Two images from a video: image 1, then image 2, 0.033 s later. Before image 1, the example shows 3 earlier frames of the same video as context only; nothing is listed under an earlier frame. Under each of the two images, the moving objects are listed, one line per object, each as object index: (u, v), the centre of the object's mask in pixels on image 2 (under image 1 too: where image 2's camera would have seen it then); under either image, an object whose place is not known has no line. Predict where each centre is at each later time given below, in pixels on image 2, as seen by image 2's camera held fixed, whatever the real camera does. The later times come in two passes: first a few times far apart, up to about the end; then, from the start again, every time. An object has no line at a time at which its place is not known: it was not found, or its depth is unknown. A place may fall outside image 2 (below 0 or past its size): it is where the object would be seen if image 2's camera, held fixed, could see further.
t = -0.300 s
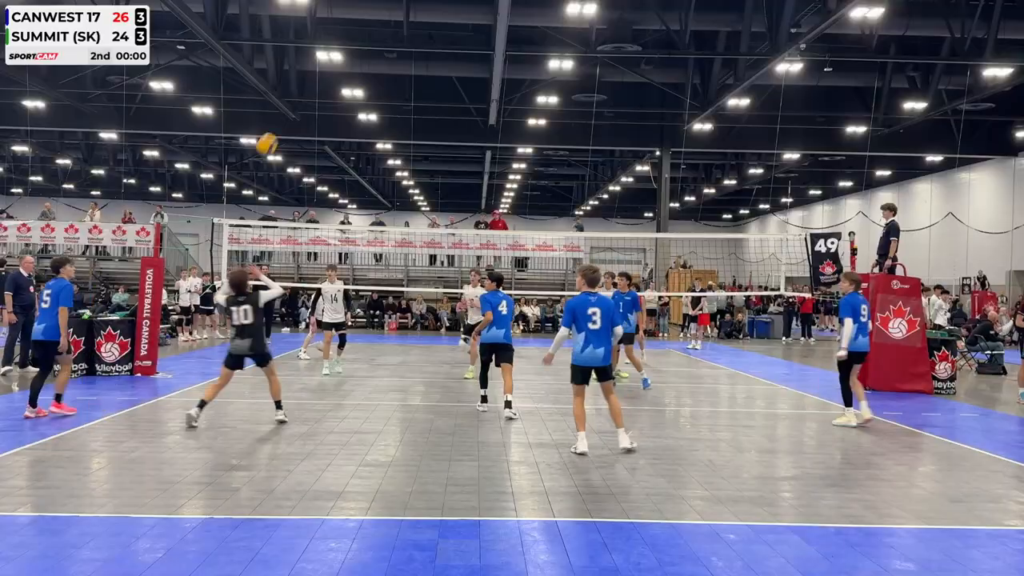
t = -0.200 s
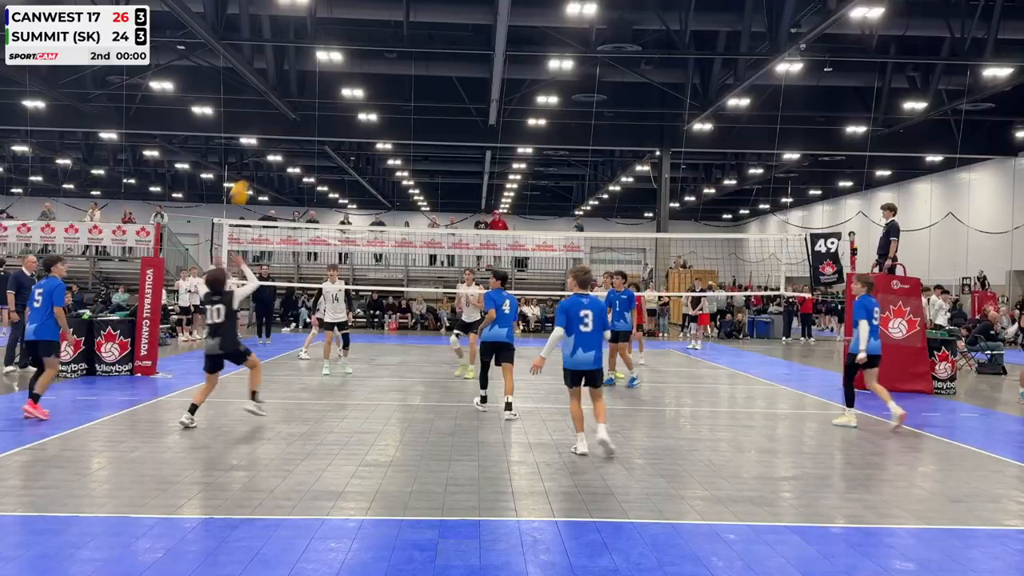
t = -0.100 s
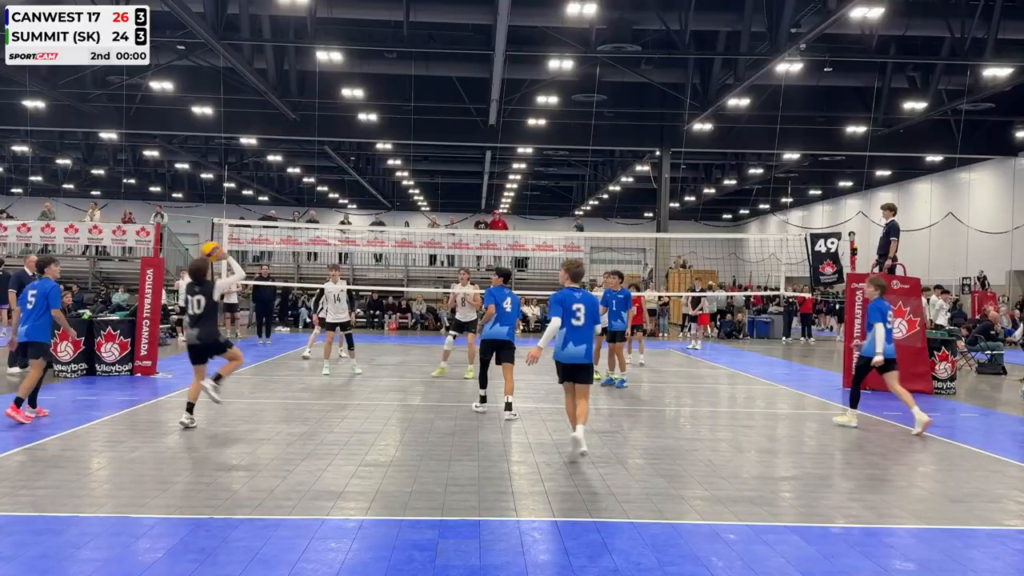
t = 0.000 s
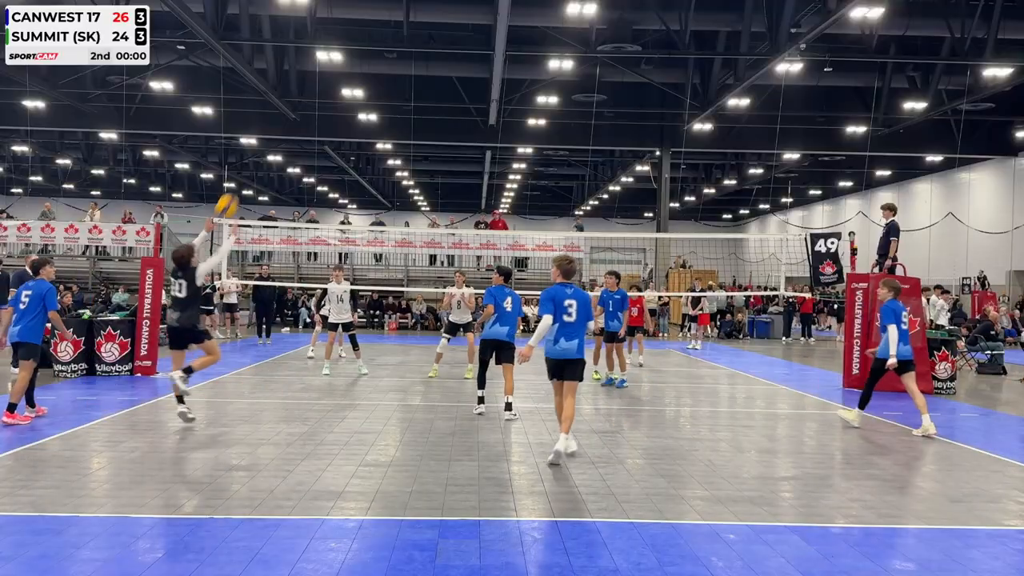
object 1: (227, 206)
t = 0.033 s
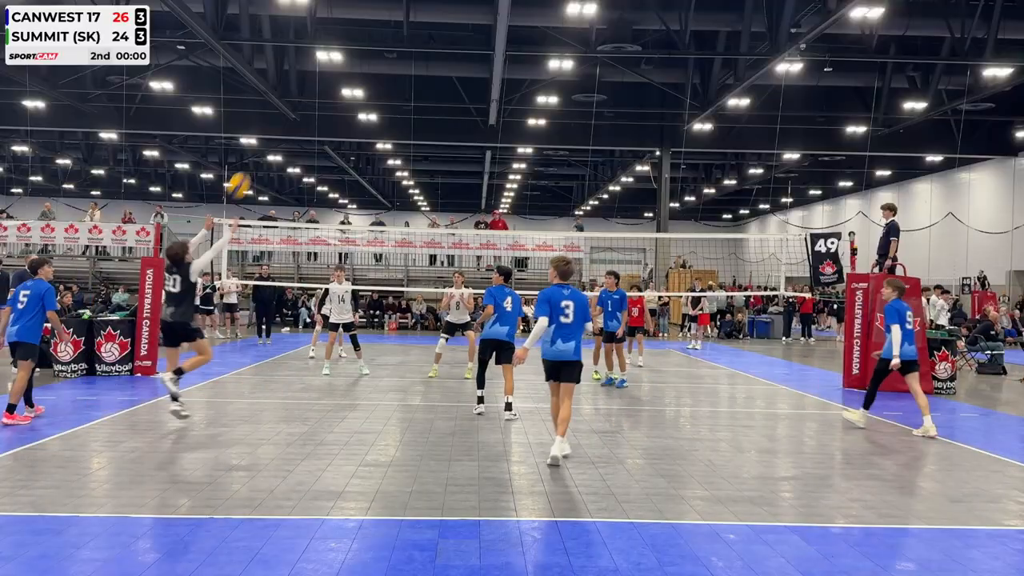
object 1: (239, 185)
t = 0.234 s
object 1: (303, 89)
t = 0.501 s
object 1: (371, 32)
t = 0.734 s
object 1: (420, 35)
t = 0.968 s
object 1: (460, 74)
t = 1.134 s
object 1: (485, 121)
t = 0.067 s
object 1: (250, 165)
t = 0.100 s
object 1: (262, 147)
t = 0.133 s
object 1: (272, 130)
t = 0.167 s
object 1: (283, 115)
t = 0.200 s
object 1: (293, 102)
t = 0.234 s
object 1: (303, 89)
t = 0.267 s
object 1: (312, 78)
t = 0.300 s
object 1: (321, 69)
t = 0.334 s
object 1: (331, 60)
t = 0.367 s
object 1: (340, 51)
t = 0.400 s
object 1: (348, 46)
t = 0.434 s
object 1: (356, 40)
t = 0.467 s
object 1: (364, 36)
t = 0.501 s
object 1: (371, 32)
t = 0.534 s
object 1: (379, 30)
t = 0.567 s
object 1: (386, 29)
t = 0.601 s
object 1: (394, 28)
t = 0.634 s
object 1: (400, 29)
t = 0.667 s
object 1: (407, 30)
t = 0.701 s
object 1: (414, 32)
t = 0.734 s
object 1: (420, 35)
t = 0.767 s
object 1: (426, 38)
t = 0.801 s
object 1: (432, 42)
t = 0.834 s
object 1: (438, 47)
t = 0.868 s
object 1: (444, 53)
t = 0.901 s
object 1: (450, 60)
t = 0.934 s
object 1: (455, 66)
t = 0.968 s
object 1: (460, 74)
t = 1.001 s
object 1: (466, 82)
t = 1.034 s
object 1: (471, 91)
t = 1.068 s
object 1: (476, 101)
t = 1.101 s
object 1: (480, 111)
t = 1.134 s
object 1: (485, 121)
